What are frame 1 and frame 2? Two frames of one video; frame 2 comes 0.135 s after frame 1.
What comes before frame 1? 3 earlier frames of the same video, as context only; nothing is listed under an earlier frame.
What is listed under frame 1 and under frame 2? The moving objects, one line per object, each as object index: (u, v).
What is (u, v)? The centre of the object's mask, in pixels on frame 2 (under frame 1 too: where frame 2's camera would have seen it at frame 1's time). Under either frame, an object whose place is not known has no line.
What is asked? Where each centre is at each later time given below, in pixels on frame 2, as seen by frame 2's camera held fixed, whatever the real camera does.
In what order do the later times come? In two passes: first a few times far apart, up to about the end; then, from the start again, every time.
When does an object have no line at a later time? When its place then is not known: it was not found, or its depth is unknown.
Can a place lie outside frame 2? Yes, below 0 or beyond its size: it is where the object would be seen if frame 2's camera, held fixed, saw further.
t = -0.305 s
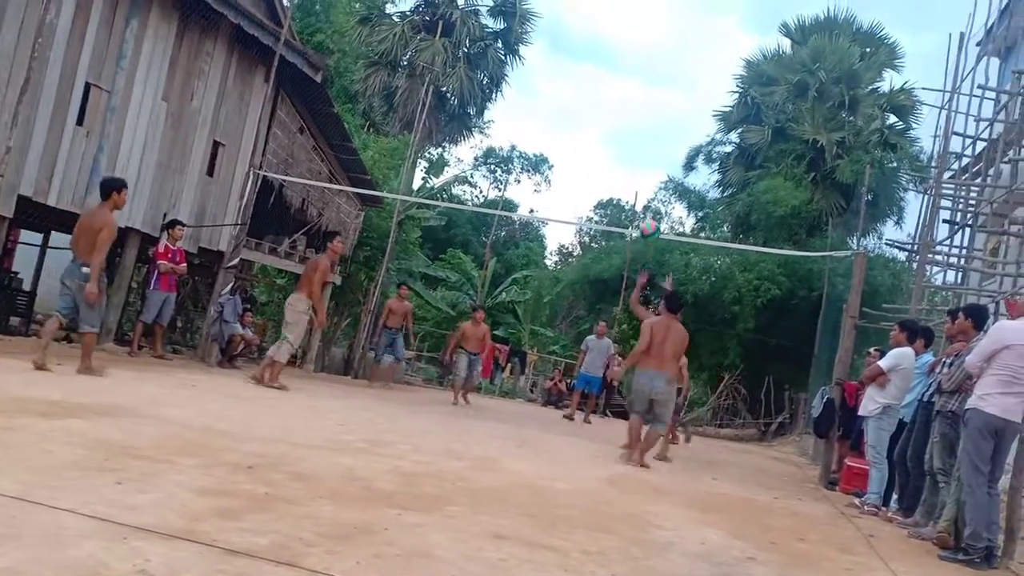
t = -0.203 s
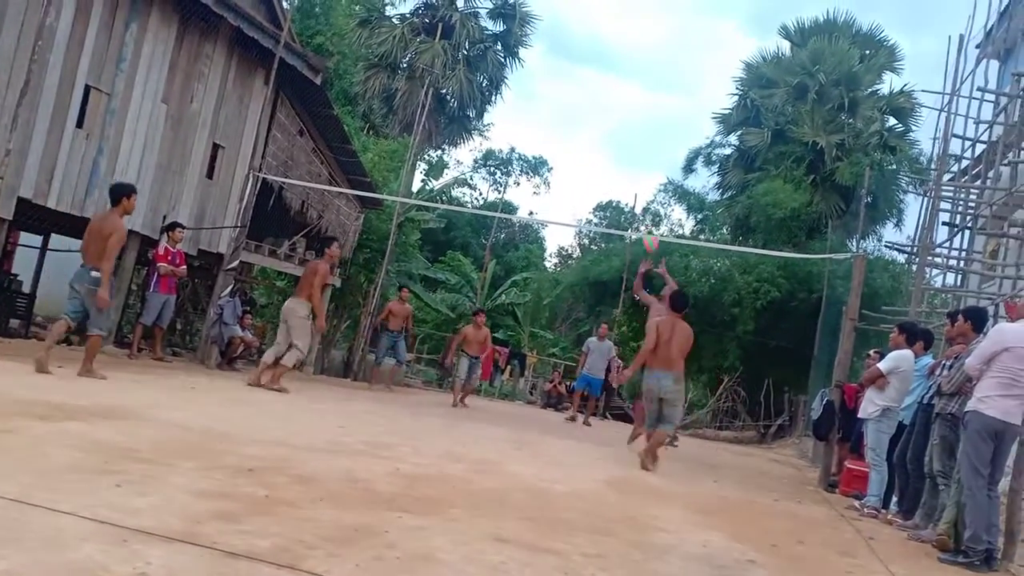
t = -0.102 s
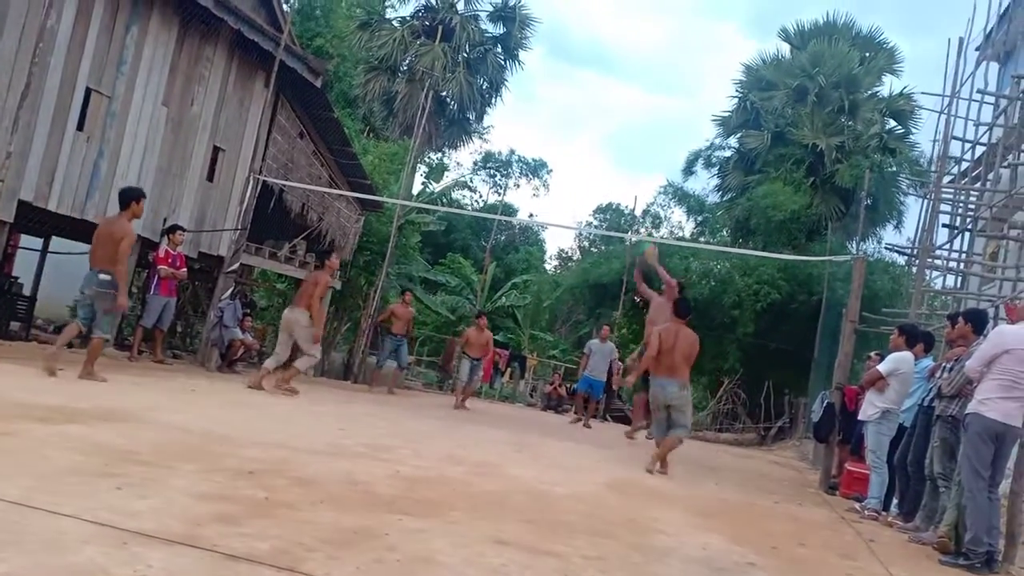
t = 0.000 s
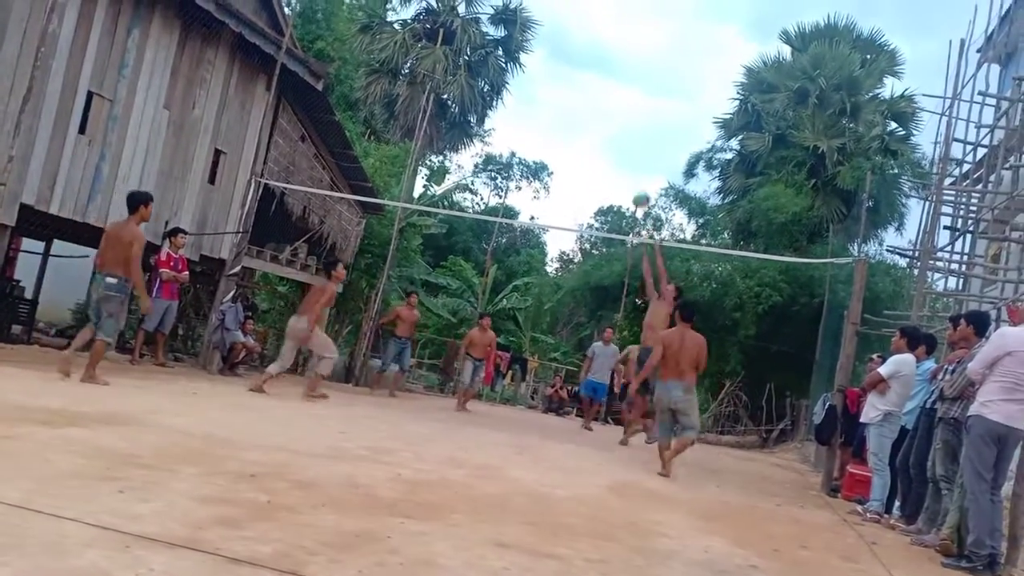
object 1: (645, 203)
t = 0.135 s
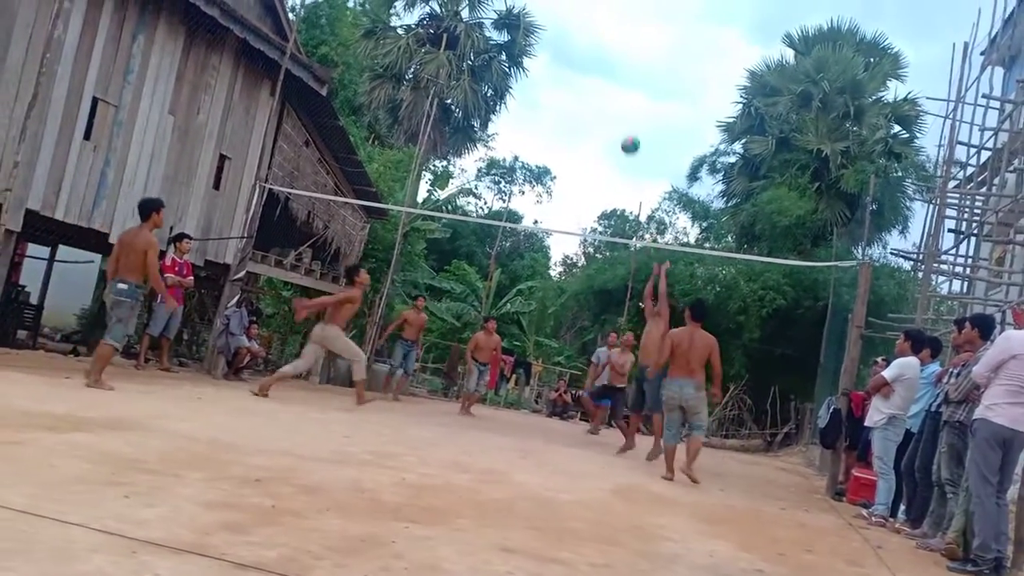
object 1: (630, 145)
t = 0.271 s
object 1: (613, 103)
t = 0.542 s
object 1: (571, 67)
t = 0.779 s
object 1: (526, 88)
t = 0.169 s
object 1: (626, 133)
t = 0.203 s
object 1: (622, 122)
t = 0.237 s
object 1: (618, 112)
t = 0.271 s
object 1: (613, 103)
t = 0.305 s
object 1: (608, 95)
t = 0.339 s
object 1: (604, 87)
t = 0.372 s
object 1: (599, 81)
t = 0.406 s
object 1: (593, 76)
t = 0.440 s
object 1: (588, 73)
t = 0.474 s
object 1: (582, 70)
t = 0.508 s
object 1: (577, 68)
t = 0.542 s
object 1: (571, 67)
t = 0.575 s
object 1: (565, 67)
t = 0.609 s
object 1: (559, 68)
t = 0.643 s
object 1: (552, 70)
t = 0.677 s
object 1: (546, 73)
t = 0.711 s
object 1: (539, 77)
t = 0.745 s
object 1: (533, 82)
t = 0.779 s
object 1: (526, 88)
